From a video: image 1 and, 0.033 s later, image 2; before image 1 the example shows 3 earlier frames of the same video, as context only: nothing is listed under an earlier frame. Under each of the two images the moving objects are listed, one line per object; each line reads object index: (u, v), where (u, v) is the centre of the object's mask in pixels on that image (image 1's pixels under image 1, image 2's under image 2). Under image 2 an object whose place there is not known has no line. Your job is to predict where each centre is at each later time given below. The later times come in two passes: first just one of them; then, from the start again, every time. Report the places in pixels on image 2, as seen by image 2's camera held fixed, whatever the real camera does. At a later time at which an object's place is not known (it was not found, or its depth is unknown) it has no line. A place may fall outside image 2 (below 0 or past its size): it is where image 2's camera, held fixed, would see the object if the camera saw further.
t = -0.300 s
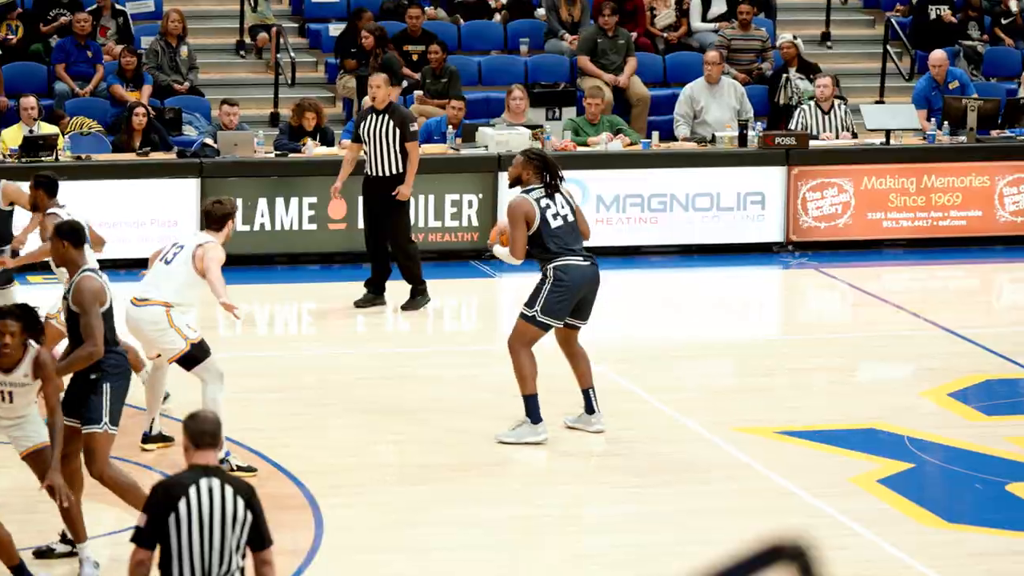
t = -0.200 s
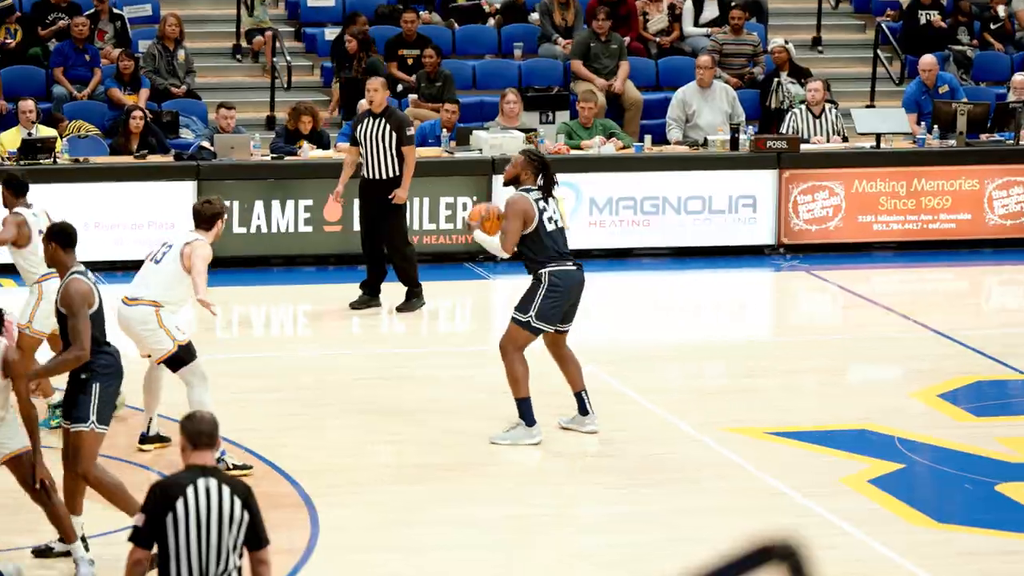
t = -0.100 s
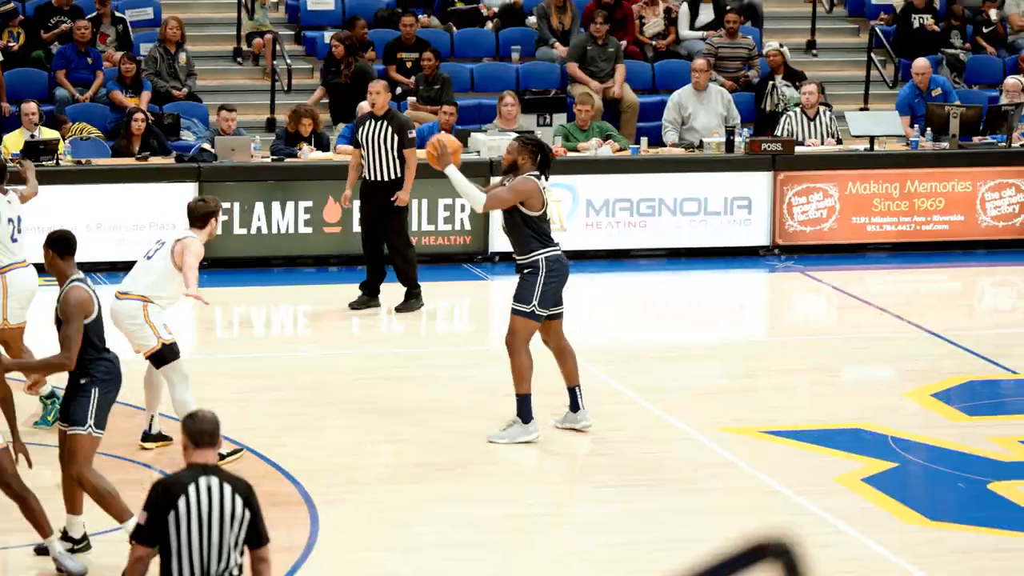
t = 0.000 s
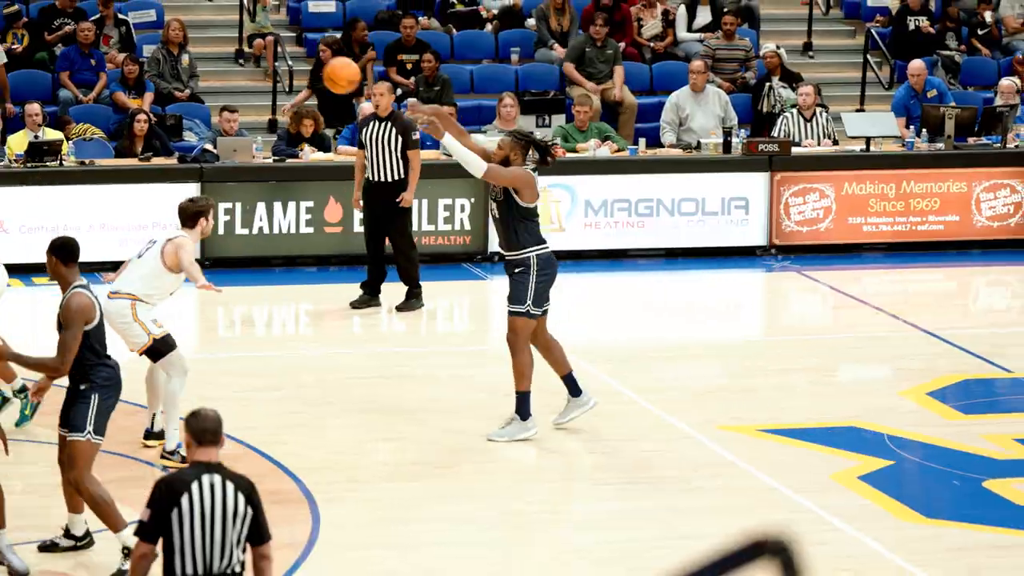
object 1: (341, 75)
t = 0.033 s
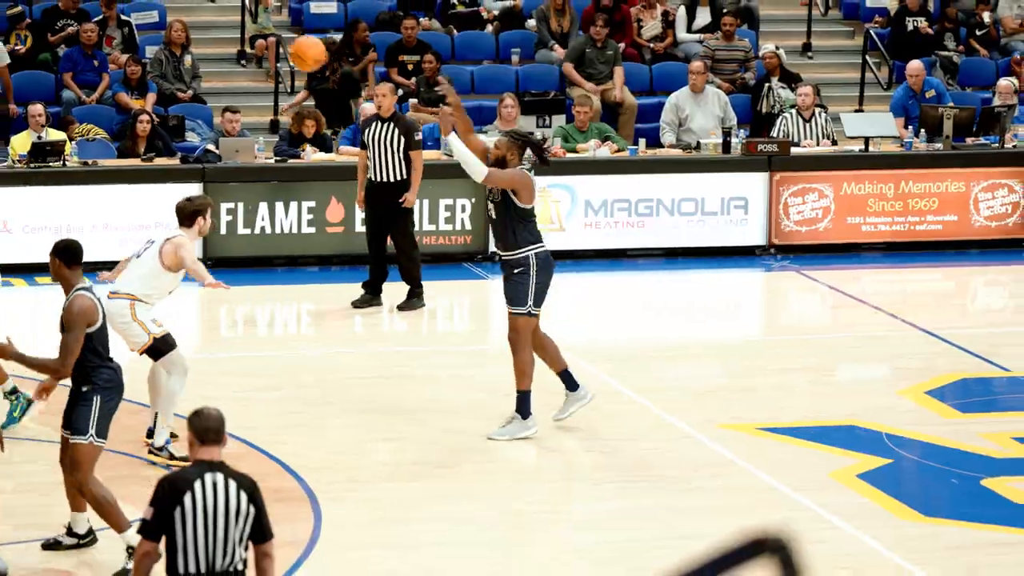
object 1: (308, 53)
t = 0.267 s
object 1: (48, -66)
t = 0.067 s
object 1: (271, 33)
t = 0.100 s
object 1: (235, 14)
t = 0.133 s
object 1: (198, -2)
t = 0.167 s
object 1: (162, -18)
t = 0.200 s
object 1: (124, -33)
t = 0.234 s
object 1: (87, -49)
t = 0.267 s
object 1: (48, -66)
